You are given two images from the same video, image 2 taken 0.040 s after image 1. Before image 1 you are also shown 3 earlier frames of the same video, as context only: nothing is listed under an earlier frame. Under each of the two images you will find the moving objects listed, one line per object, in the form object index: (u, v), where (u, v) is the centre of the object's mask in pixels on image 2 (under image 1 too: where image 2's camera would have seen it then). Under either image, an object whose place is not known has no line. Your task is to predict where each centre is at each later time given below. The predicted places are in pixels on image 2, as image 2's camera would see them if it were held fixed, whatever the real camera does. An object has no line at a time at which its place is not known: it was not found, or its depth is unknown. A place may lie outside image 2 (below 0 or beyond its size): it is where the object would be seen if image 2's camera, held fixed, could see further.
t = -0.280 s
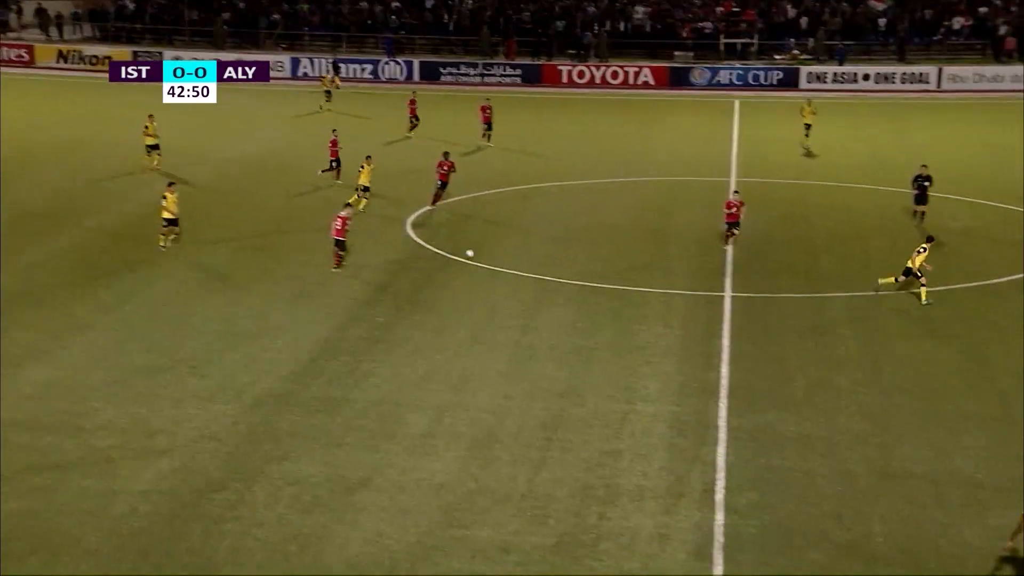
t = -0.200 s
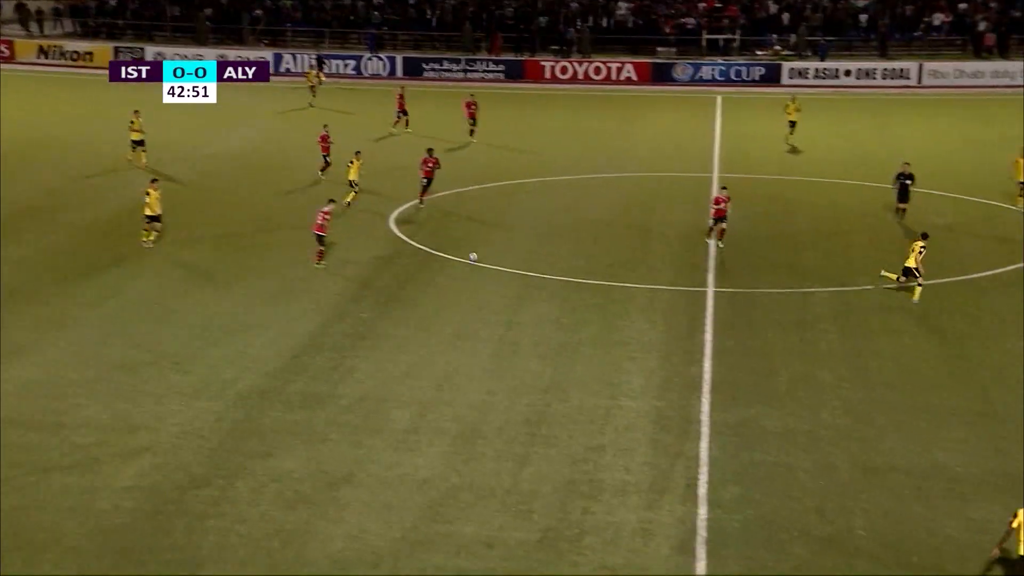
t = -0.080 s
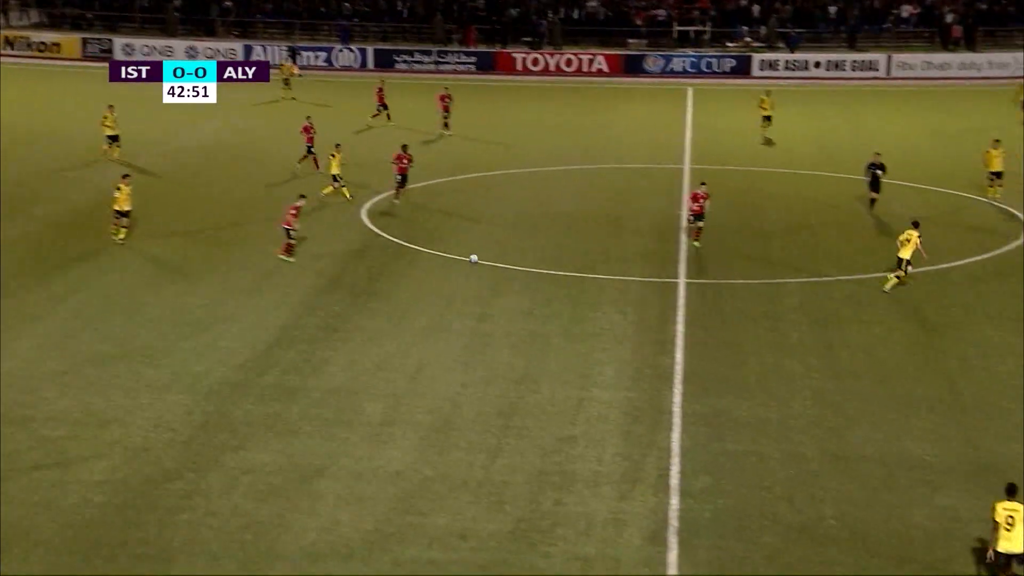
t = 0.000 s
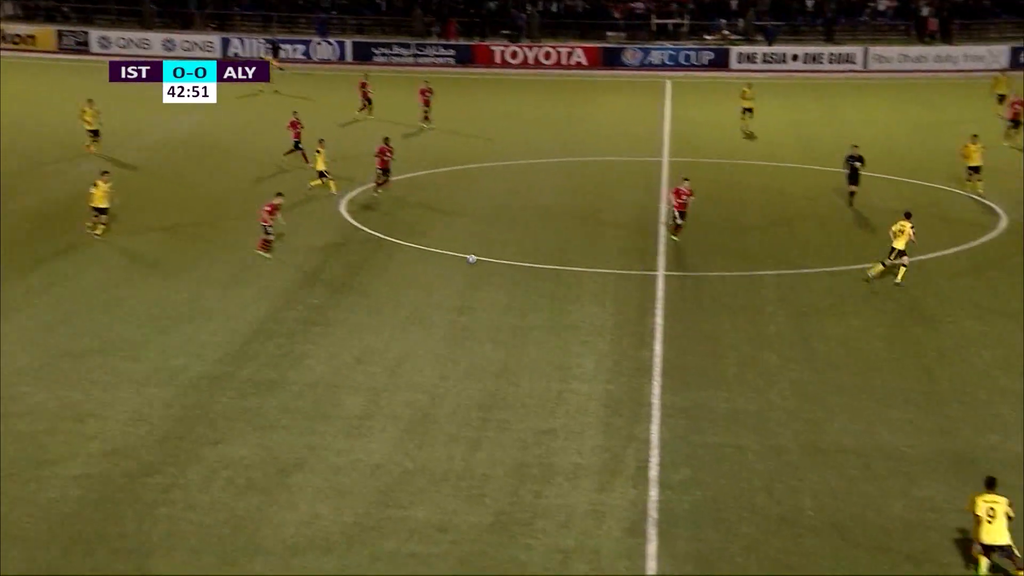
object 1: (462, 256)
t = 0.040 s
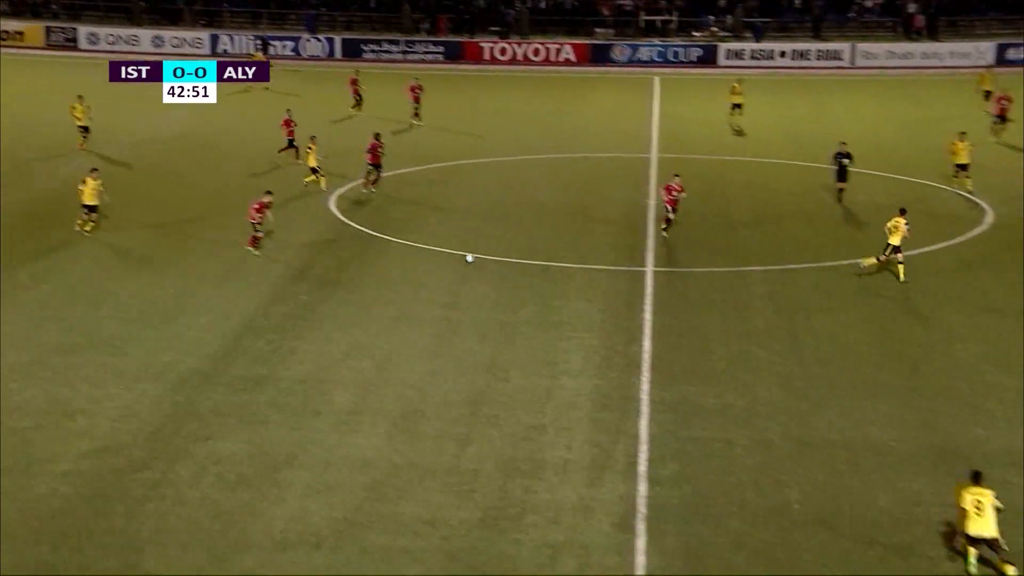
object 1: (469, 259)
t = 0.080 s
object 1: (477, 261)
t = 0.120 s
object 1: (485, 264)
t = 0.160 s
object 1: (492, 267)
